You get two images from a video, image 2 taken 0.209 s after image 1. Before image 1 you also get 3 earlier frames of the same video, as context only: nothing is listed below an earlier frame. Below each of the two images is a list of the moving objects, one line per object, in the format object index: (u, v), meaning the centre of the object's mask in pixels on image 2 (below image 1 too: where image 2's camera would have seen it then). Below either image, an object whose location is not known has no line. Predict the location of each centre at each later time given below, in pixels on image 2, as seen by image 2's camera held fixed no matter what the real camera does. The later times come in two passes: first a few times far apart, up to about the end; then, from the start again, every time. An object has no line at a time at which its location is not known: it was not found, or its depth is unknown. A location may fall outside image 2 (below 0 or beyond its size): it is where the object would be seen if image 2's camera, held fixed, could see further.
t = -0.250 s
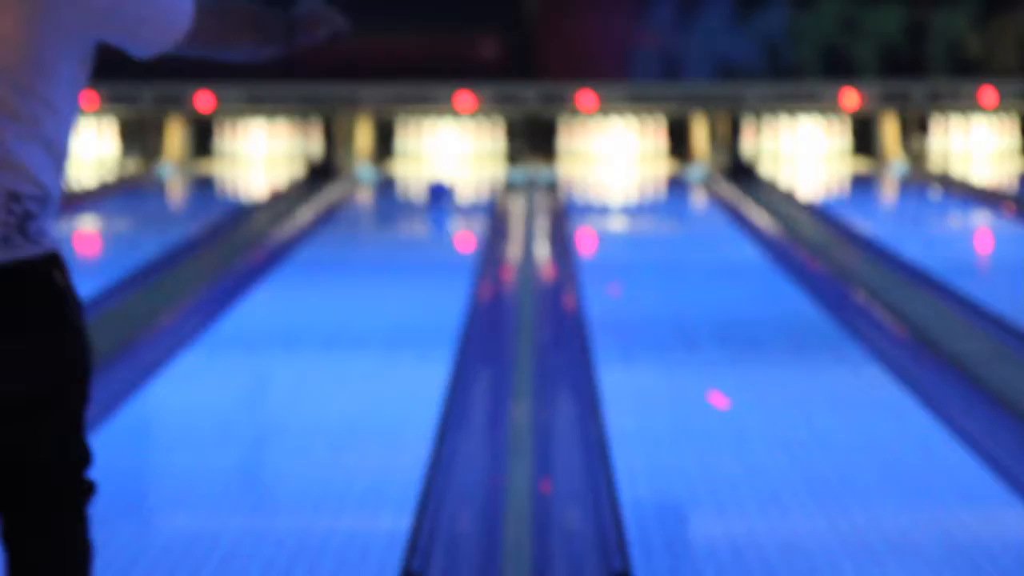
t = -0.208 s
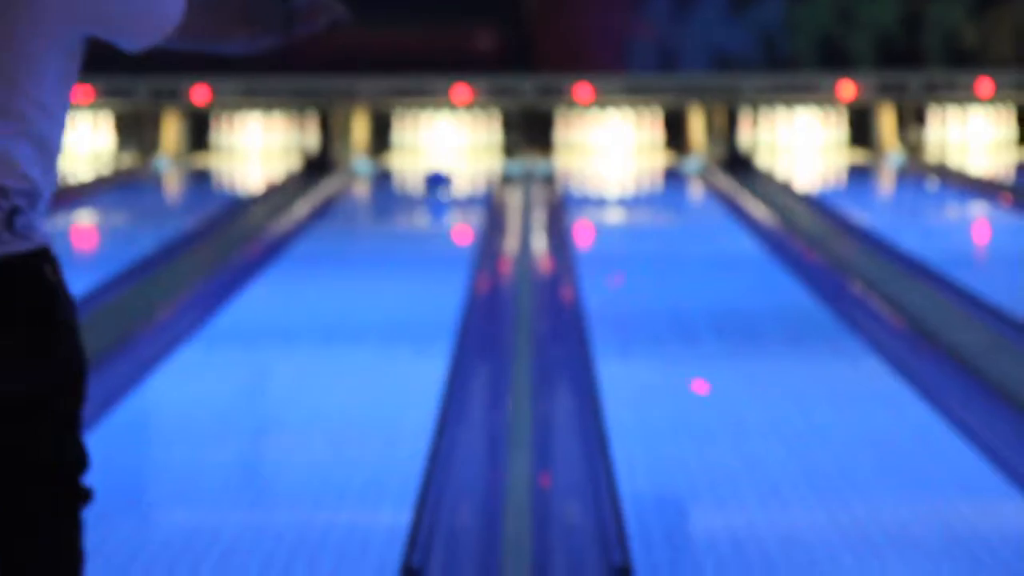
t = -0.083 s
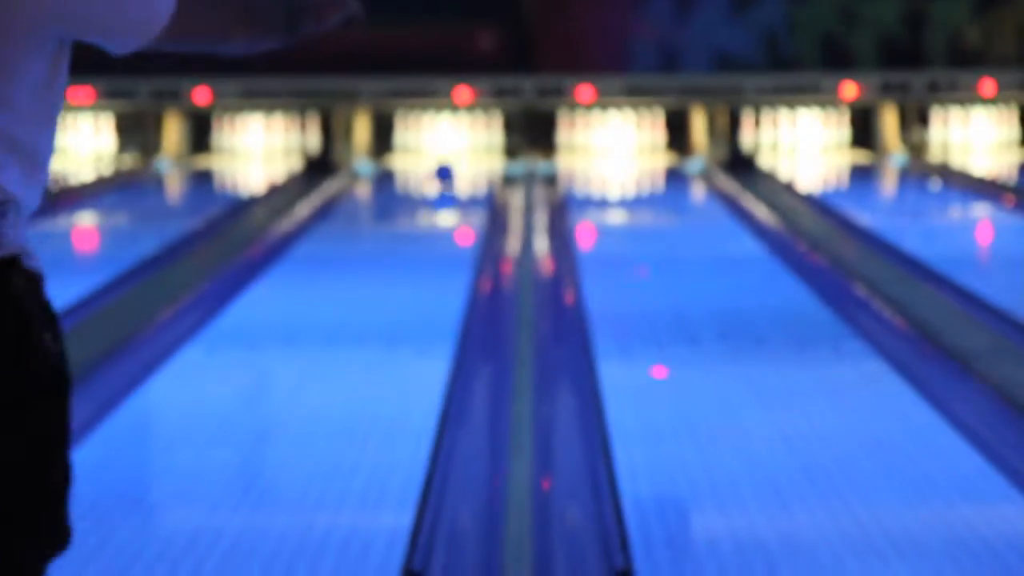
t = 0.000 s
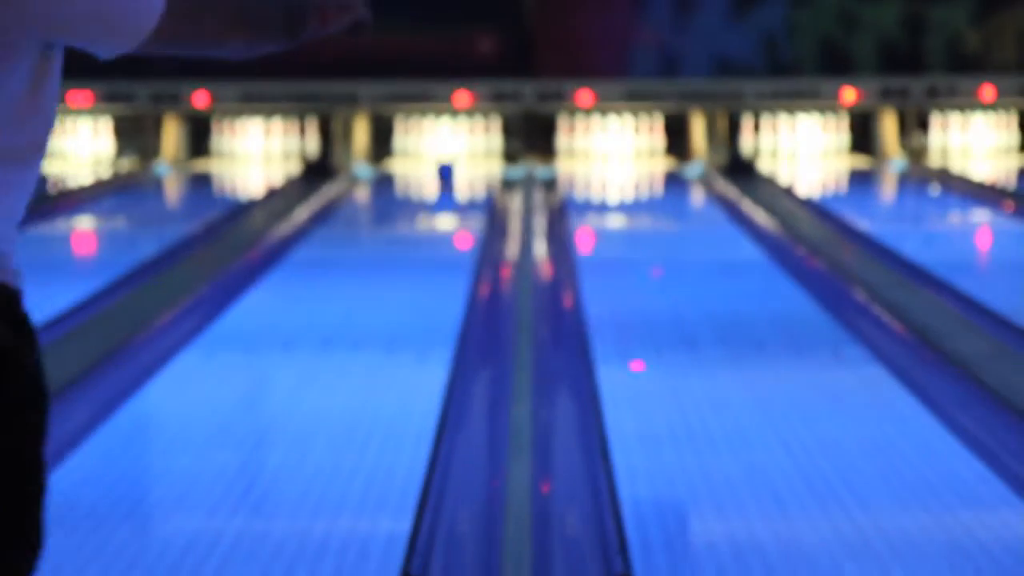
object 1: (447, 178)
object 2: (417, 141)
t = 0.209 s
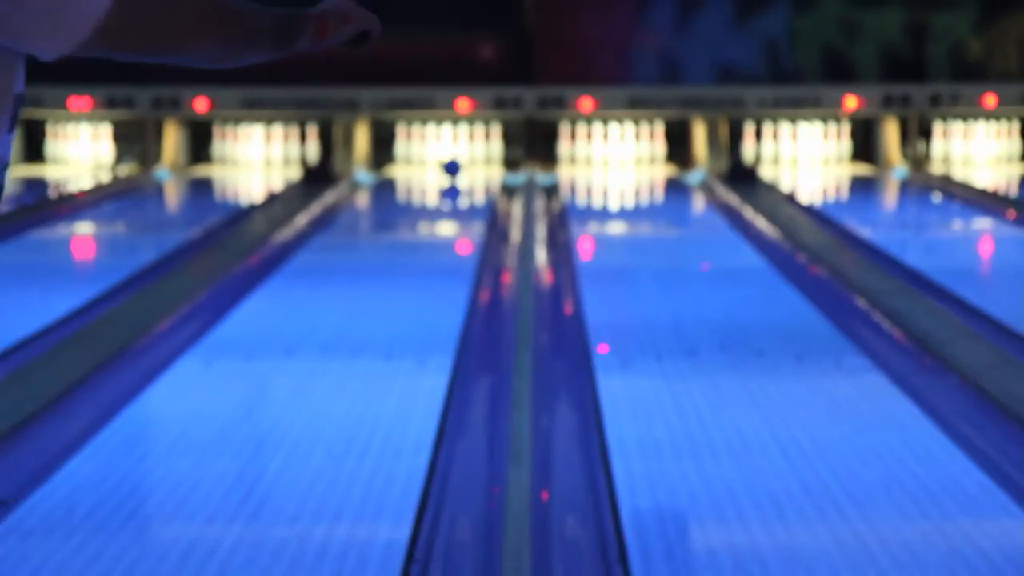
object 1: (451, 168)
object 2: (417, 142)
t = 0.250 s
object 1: (453, 166)
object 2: (417, 142)
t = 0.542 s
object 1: (464, 156)
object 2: (417, 144)
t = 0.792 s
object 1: (501, 150)
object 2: (422, 143)
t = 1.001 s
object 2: (435, 156)
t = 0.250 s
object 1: (453, 166)
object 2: (417, 142)
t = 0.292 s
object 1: (454, 164)
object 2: (417, 142)
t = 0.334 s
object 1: (455, 162)
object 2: (417, 142)
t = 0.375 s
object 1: (457, 161)
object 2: (416, 142)
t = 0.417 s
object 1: (458, 161)
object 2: (417, 143)
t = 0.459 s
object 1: (461, 159)
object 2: (417, 144)
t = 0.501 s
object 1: (461, 157)
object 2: (417, 144)
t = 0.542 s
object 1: (464, 156)
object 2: (417, 144)
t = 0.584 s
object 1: (472, 155)
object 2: (417, 144)
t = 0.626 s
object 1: (479, 154)
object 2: (417, 144)
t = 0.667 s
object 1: (484, 153)
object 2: (416, 144)
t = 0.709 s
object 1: (491, 152)
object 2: (417, 144)
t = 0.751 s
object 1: (496, 150)
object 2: (417, 145)
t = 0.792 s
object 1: (501, 150)
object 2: (422, 143)
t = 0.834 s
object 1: (507, 151)
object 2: (427, 144)
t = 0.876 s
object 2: (432, 146)
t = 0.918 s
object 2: (433, 150)
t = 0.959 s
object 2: (433, 154)
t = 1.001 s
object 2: (435, 156)
